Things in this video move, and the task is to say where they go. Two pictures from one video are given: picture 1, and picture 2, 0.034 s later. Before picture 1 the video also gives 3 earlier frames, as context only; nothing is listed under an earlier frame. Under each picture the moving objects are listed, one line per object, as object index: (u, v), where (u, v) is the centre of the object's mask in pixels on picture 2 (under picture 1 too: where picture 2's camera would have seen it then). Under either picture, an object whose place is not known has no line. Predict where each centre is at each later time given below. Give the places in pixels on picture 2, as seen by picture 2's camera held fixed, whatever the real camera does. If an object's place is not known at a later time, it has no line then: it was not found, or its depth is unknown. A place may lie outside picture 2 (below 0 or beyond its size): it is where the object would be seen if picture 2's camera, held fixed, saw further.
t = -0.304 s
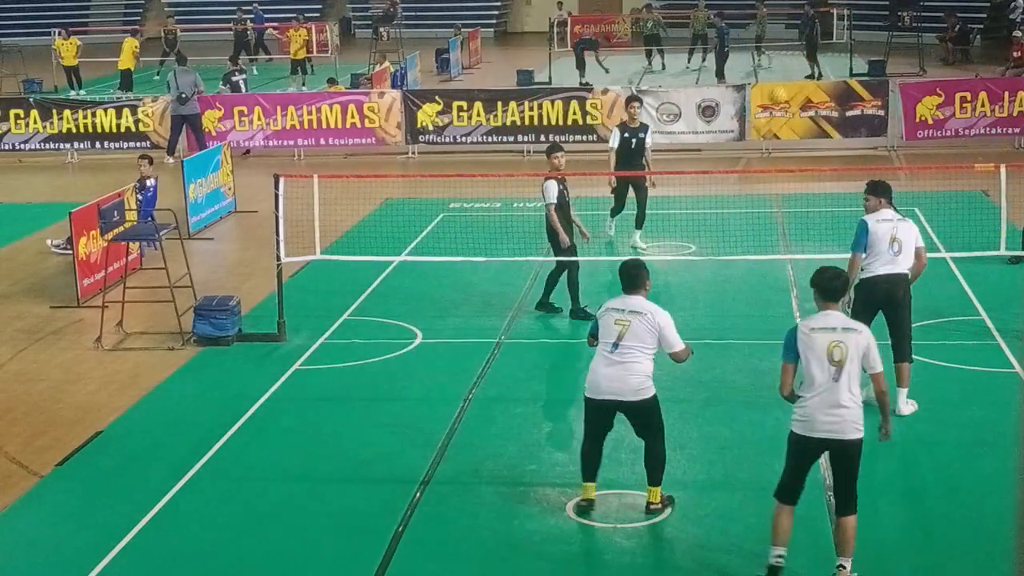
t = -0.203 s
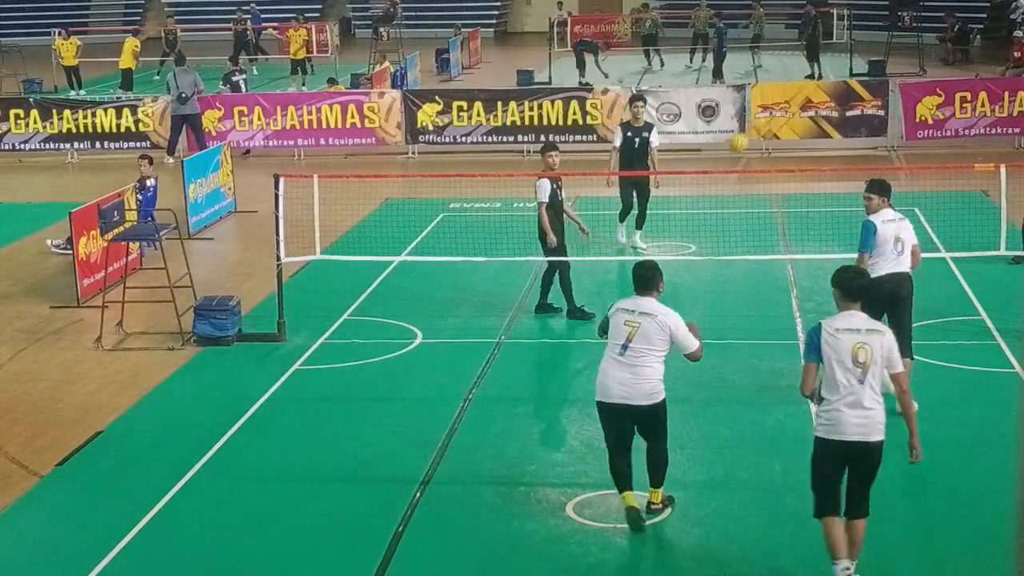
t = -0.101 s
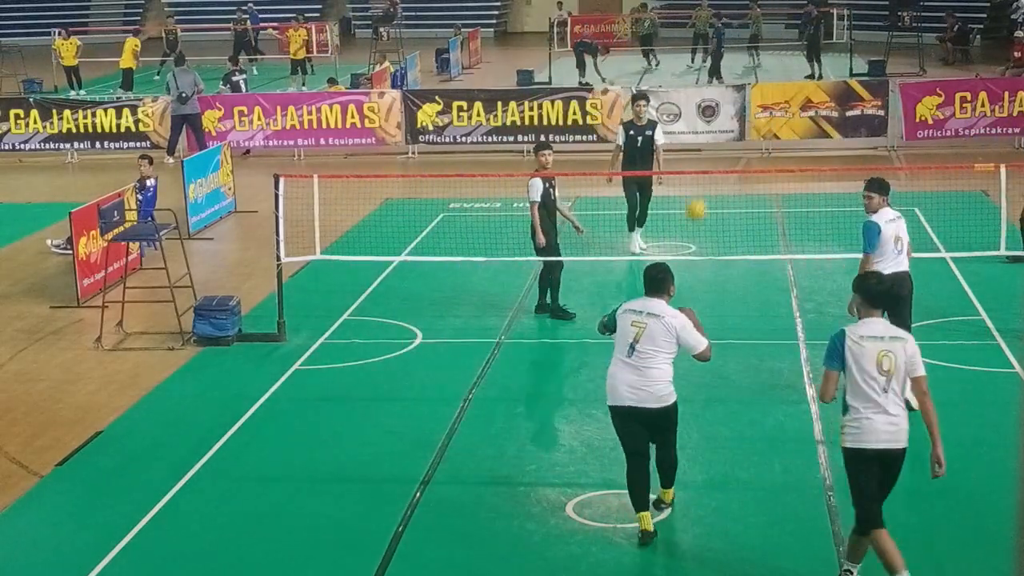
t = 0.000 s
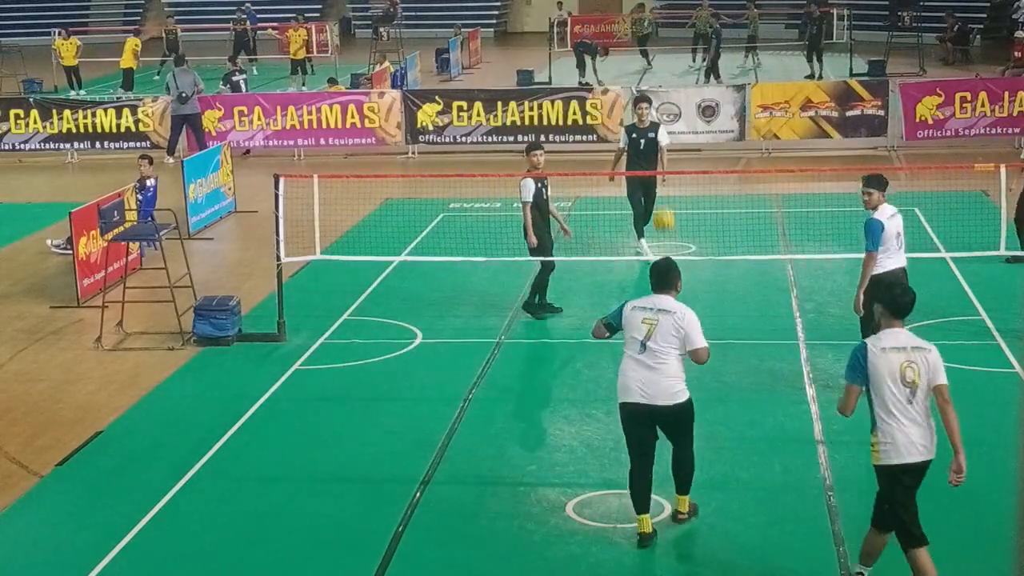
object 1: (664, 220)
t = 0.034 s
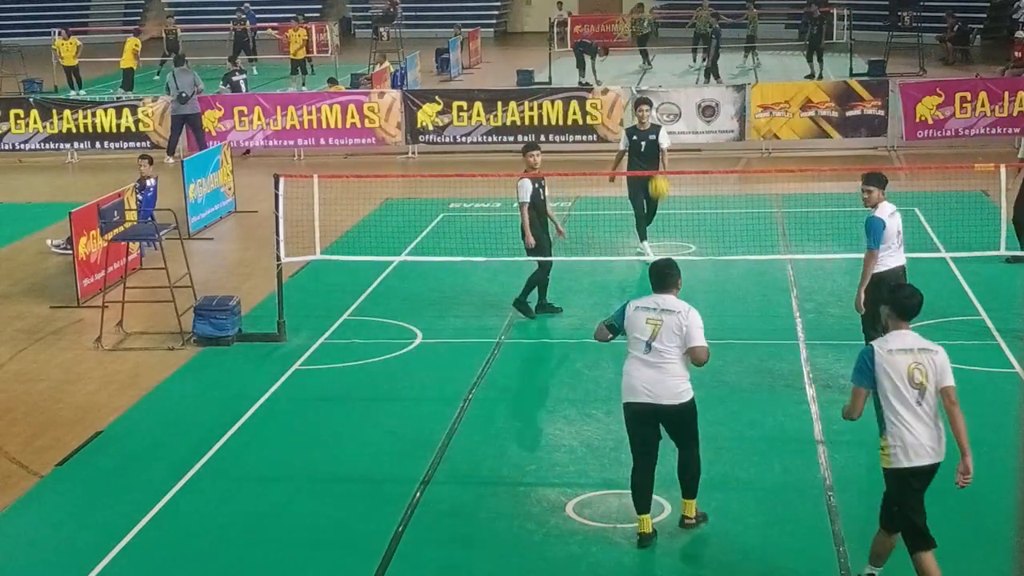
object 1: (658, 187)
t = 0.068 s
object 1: (655, 158)
